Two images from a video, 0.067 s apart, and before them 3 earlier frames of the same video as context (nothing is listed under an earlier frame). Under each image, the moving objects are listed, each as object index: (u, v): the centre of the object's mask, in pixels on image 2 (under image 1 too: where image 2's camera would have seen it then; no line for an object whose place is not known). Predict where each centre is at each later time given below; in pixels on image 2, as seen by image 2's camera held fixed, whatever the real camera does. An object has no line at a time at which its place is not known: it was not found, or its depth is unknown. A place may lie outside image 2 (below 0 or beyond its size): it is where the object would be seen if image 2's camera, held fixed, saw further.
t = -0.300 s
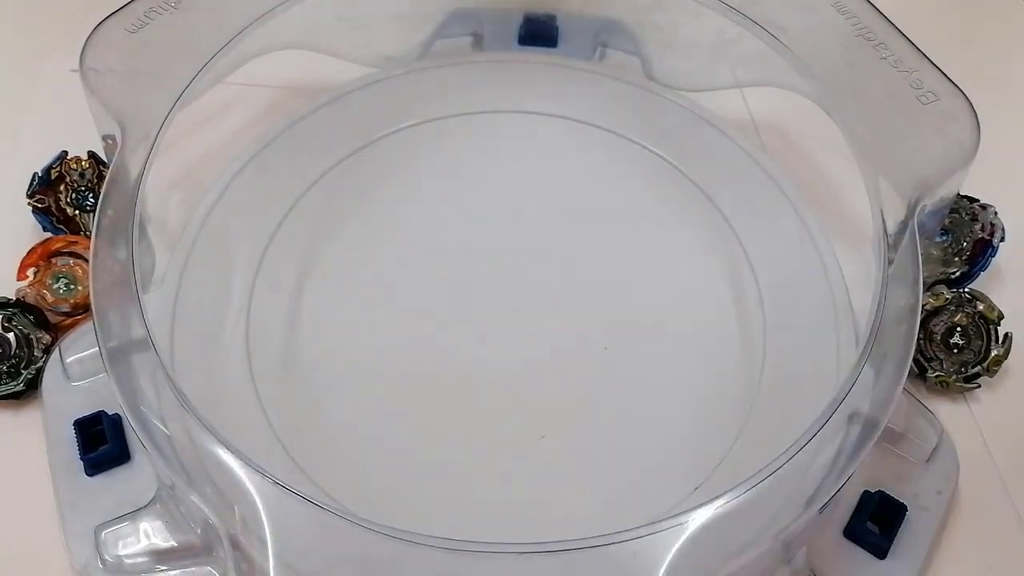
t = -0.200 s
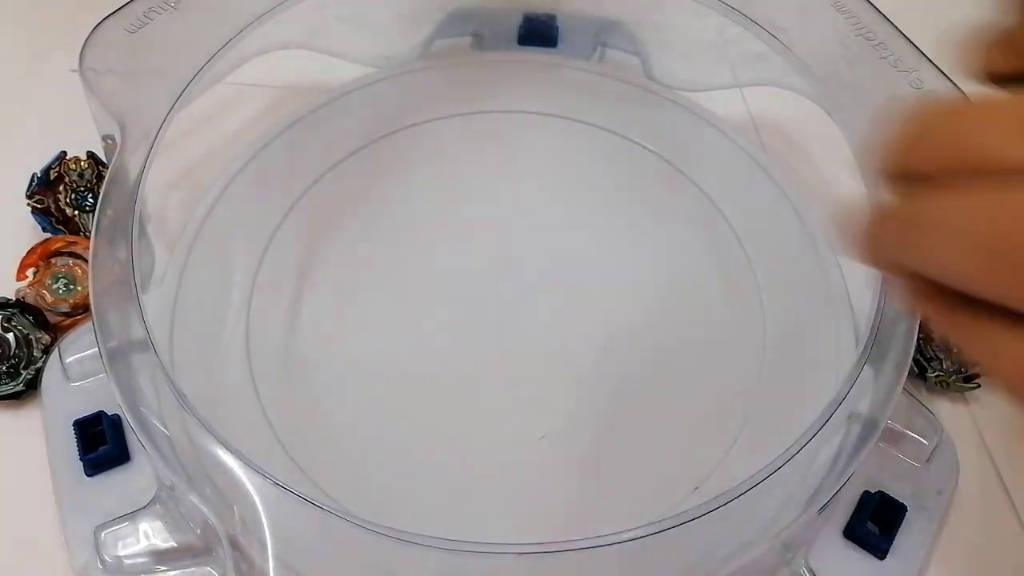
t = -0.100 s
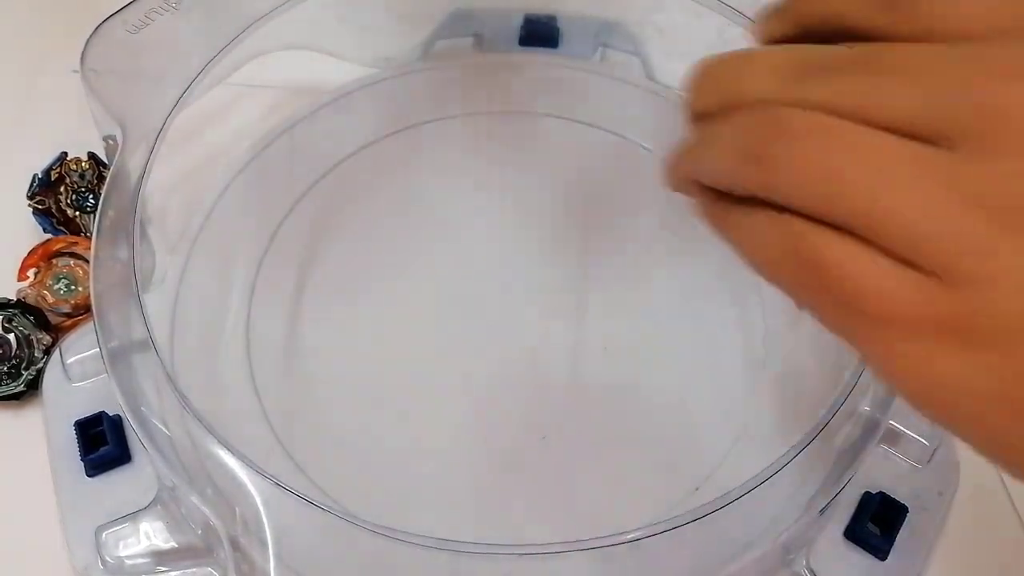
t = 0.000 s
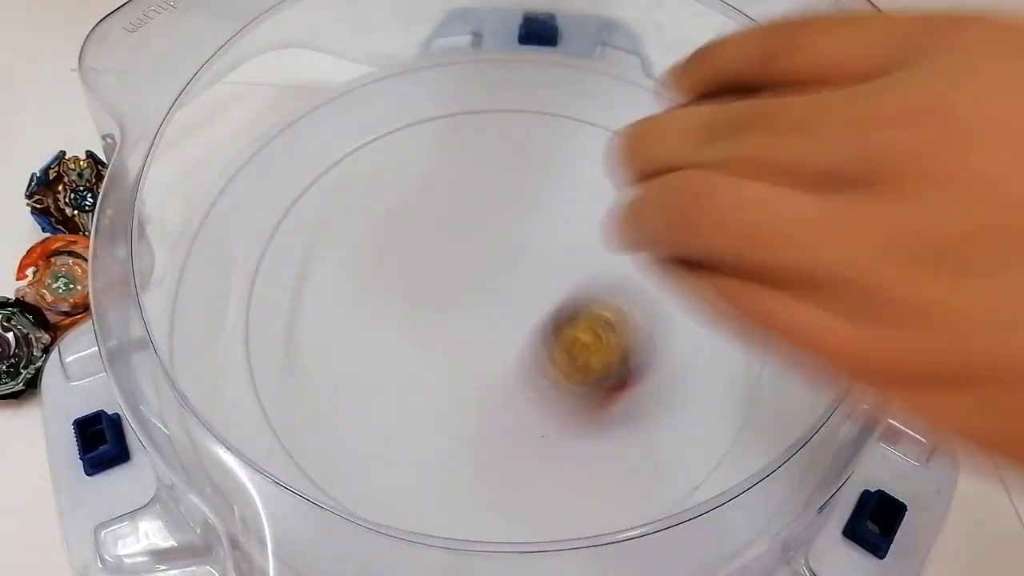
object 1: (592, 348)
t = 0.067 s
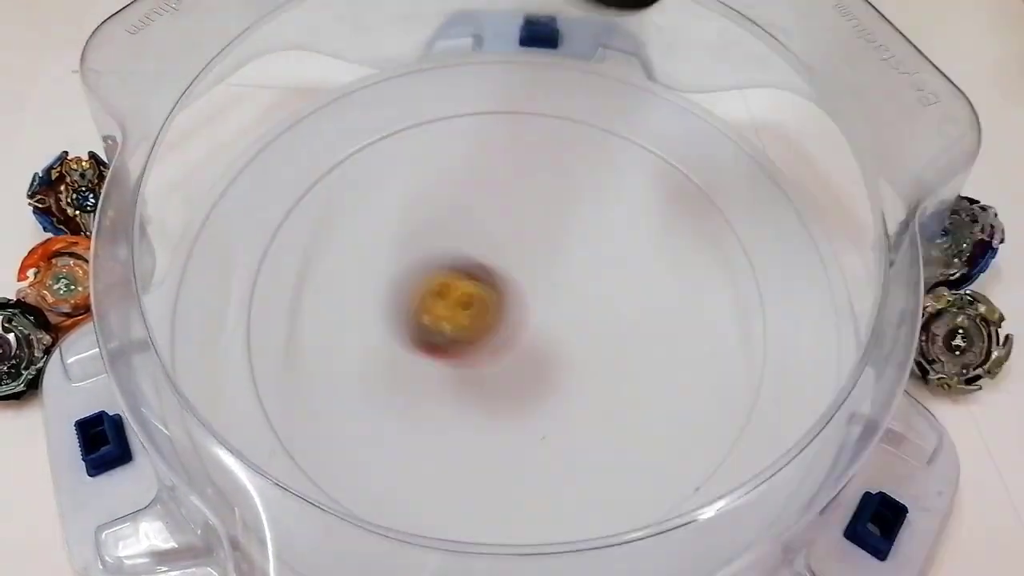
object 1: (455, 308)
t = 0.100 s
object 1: (380, 284)
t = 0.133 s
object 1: (310, 275)
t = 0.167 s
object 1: (255, 277)
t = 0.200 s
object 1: (221, 246)
